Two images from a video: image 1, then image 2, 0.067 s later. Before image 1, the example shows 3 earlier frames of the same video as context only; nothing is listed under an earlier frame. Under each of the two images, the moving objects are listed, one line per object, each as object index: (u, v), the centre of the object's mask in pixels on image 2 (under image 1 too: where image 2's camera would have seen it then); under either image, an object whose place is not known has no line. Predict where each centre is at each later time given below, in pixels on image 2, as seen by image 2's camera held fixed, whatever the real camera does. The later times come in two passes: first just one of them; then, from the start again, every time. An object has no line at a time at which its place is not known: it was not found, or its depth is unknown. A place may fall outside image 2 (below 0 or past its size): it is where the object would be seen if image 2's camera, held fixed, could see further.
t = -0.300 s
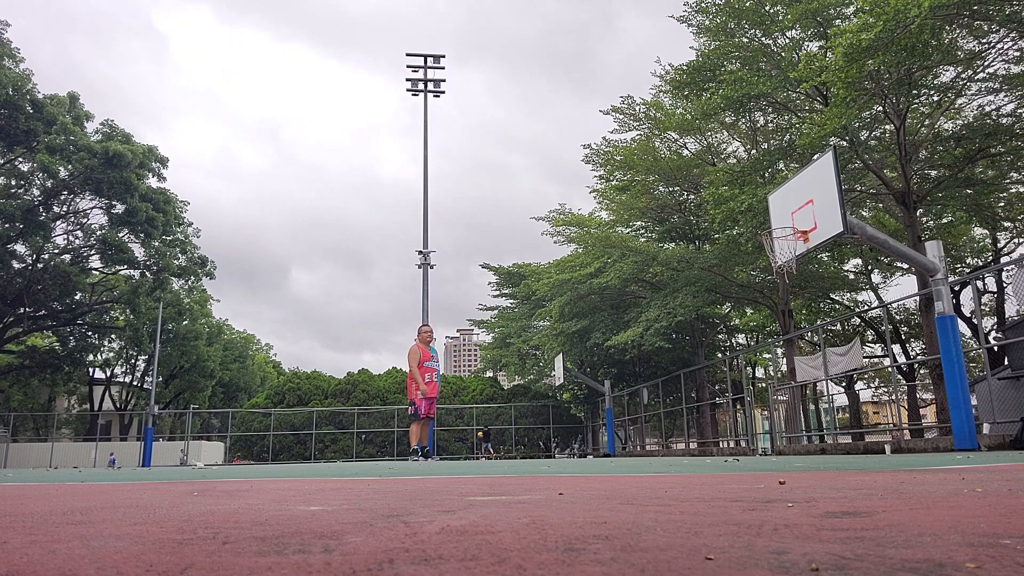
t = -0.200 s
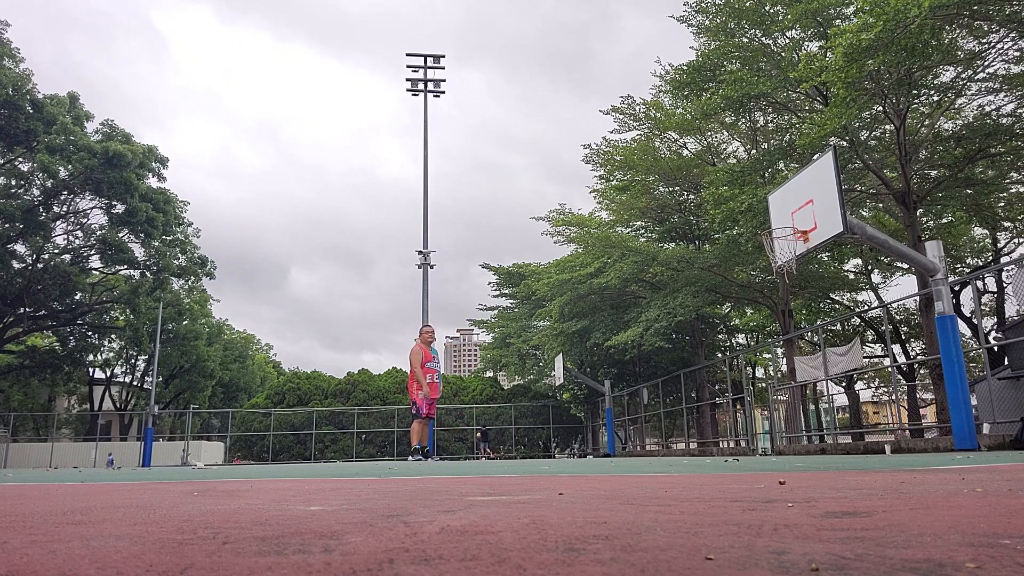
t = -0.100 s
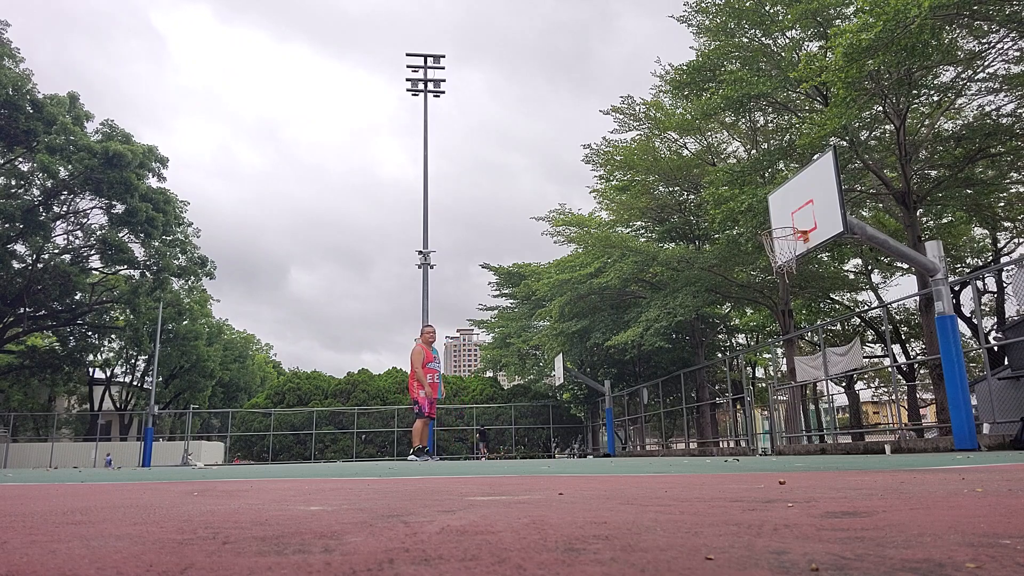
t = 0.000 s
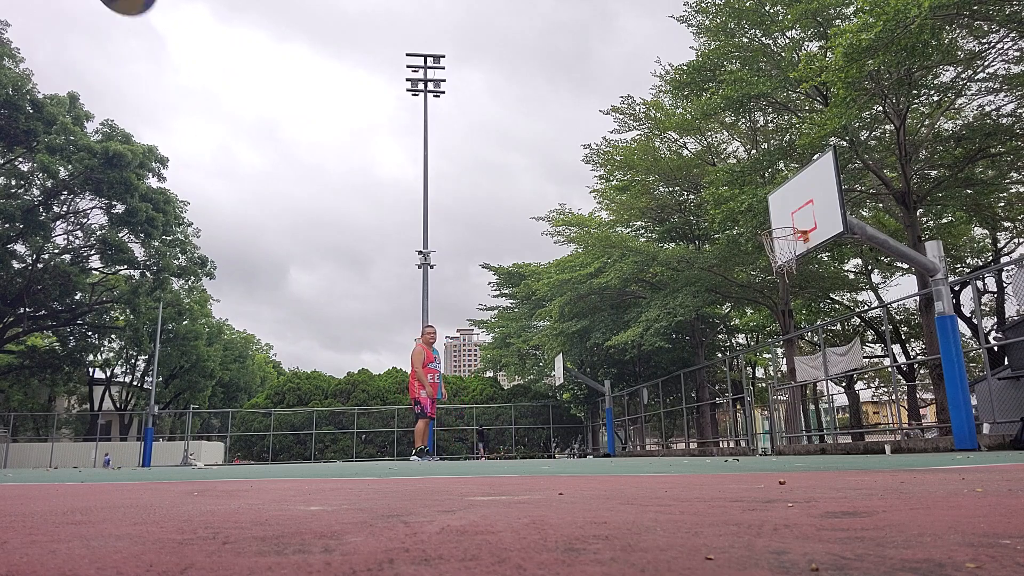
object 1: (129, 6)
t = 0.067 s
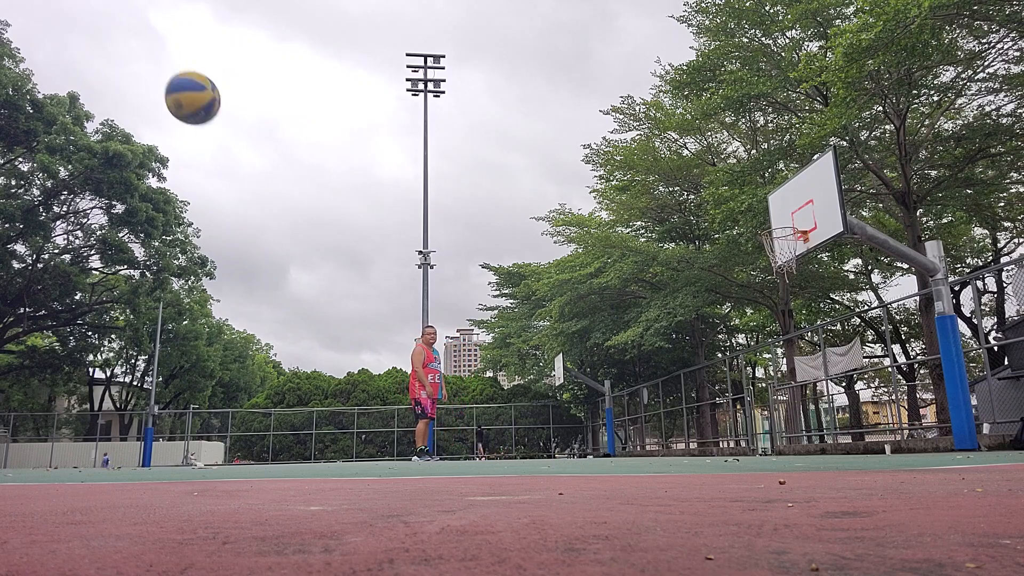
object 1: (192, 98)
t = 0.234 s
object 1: (301, 316)
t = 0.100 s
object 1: (220, 148)
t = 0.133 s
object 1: (244, 194)
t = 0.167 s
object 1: (265, 237)
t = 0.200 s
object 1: (284, 278)
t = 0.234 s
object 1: (301, 316)
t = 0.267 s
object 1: (316, 352)
